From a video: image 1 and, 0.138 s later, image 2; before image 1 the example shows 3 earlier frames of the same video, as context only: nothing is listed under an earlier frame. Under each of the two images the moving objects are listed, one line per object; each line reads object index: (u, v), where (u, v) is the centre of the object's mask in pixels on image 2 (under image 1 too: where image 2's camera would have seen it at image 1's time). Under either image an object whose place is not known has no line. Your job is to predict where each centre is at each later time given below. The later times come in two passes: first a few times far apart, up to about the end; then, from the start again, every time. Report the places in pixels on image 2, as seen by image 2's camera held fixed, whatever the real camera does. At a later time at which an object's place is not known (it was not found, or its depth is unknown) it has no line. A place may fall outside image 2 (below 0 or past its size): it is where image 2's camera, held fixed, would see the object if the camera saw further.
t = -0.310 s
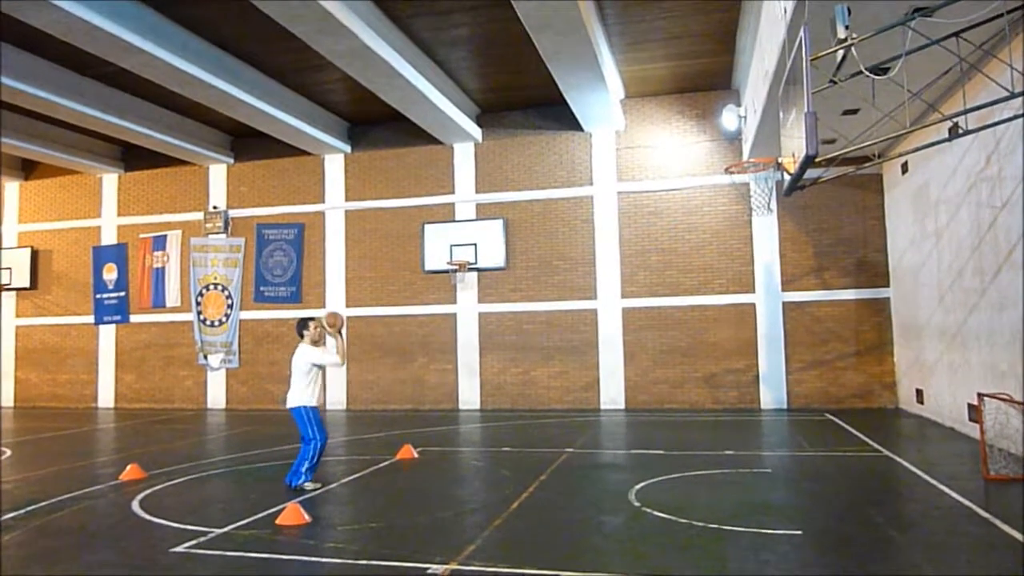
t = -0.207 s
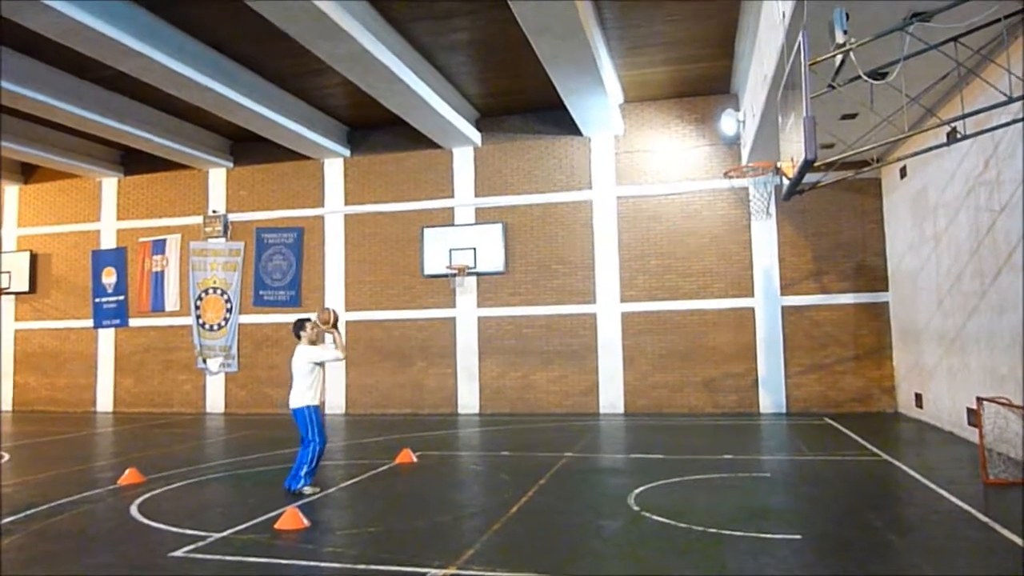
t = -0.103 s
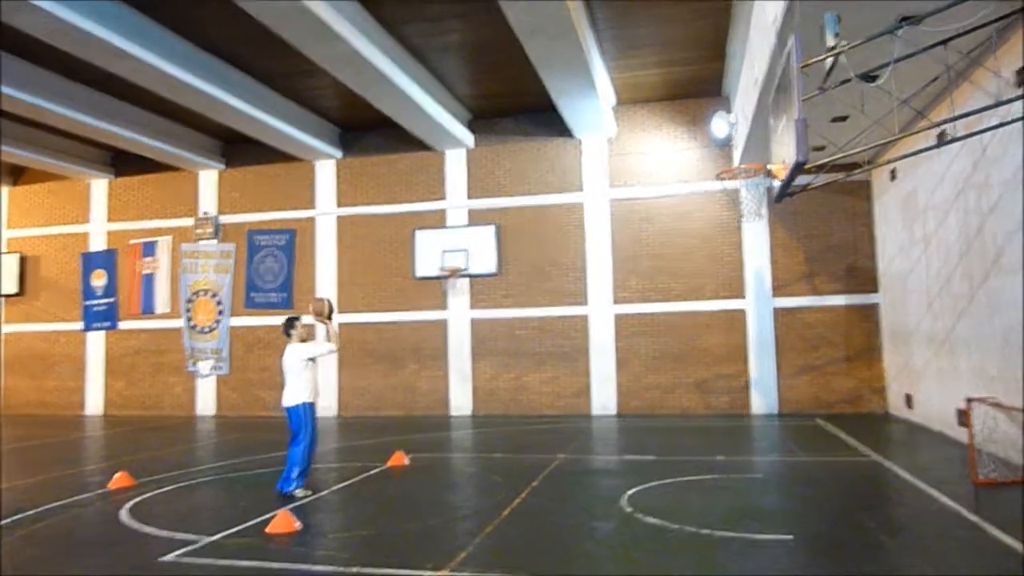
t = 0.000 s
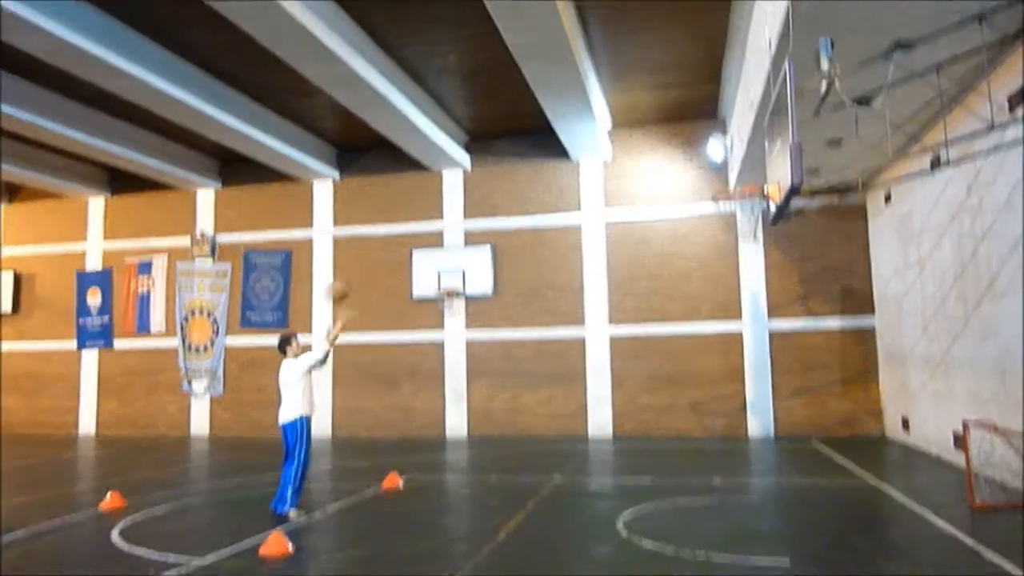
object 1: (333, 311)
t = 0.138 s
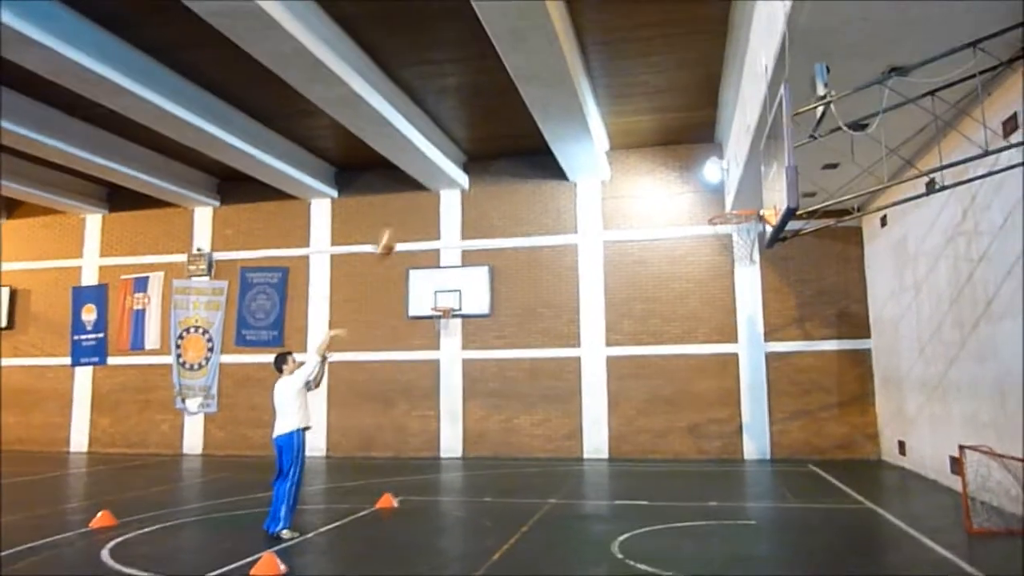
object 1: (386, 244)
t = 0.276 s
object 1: (432, 195)
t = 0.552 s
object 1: (532, 145)
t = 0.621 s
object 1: (558, 142)
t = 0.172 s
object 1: (397, 229)
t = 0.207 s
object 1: (408, 217)
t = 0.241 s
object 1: (420, 207)
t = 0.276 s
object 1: (432, 195)
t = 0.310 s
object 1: (446, 186)
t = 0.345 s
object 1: (461, 175)
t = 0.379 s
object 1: (474, 167)
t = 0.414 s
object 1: (482, 162)
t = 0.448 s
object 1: (496, 156)
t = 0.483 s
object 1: (509, 150)
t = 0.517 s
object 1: (521, 147)
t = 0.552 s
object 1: (532, 145)
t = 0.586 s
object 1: (543, 143)
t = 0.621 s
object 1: (558, 142)
